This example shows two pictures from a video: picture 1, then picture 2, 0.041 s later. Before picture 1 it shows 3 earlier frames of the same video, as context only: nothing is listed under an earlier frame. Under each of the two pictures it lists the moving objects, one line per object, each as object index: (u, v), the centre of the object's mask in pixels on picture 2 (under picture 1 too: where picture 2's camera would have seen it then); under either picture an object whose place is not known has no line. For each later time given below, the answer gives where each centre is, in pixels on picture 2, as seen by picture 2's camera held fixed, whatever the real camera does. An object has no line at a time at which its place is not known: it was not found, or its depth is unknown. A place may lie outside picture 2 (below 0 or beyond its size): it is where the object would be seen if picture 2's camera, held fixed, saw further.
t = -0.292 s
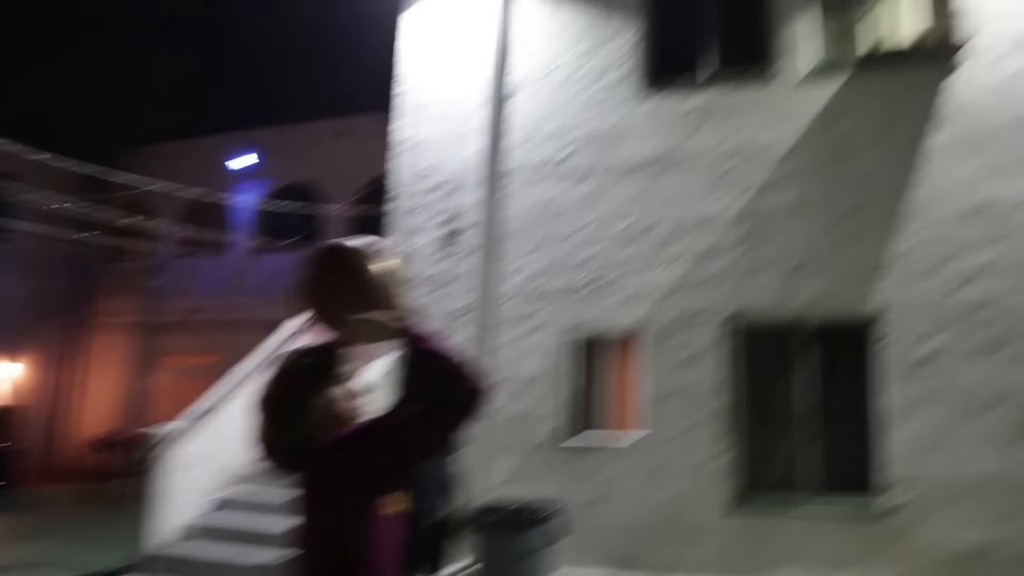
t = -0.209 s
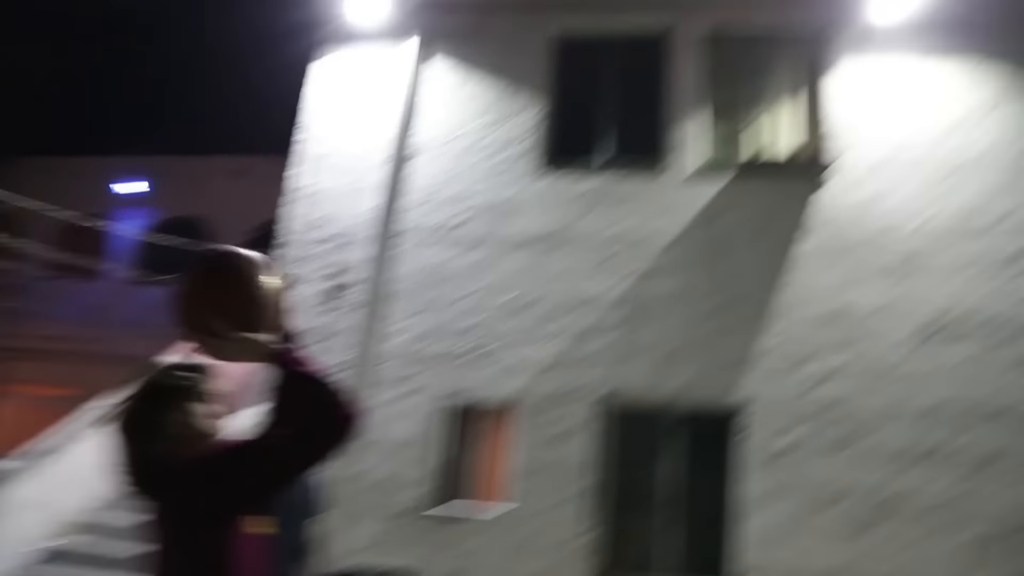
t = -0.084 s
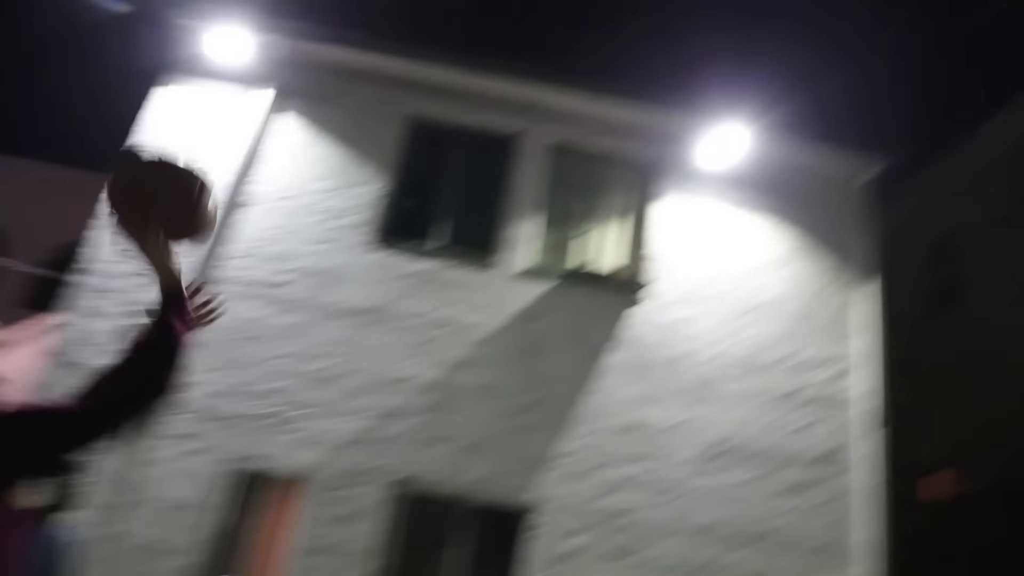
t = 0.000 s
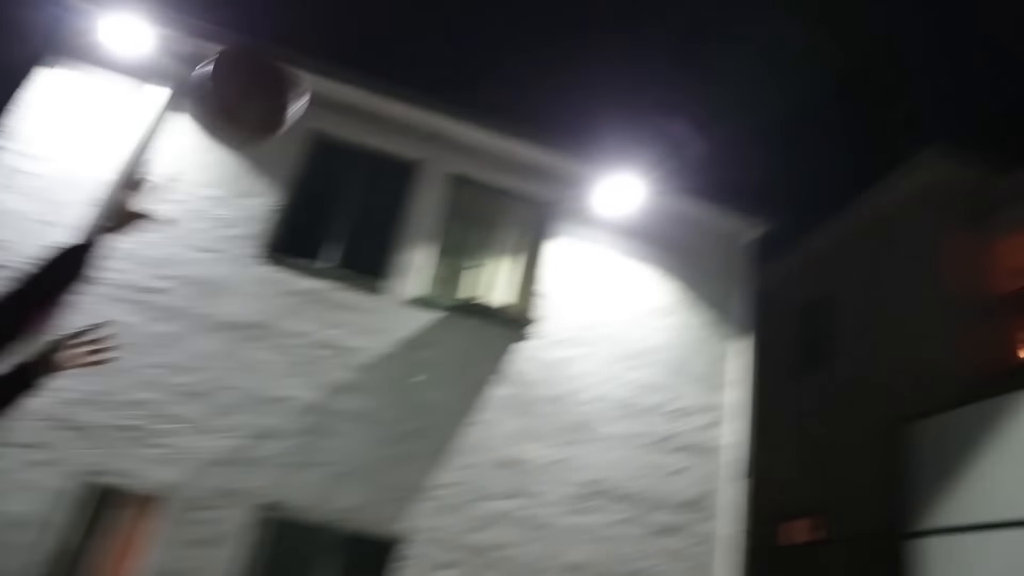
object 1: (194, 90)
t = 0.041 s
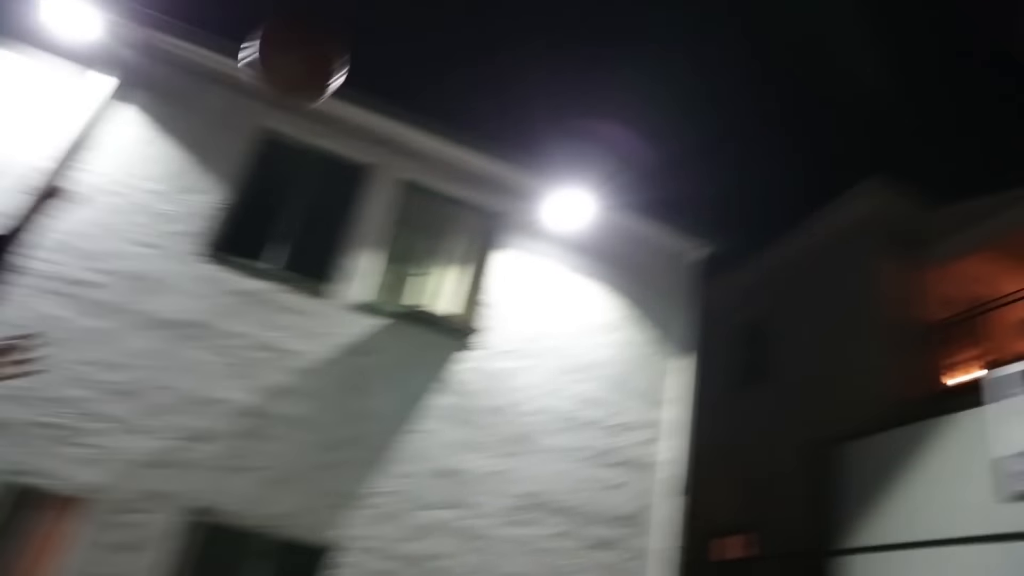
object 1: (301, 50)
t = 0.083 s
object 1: (376, 45)
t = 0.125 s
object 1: (446, 38)
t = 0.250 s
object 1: (606, 54)
